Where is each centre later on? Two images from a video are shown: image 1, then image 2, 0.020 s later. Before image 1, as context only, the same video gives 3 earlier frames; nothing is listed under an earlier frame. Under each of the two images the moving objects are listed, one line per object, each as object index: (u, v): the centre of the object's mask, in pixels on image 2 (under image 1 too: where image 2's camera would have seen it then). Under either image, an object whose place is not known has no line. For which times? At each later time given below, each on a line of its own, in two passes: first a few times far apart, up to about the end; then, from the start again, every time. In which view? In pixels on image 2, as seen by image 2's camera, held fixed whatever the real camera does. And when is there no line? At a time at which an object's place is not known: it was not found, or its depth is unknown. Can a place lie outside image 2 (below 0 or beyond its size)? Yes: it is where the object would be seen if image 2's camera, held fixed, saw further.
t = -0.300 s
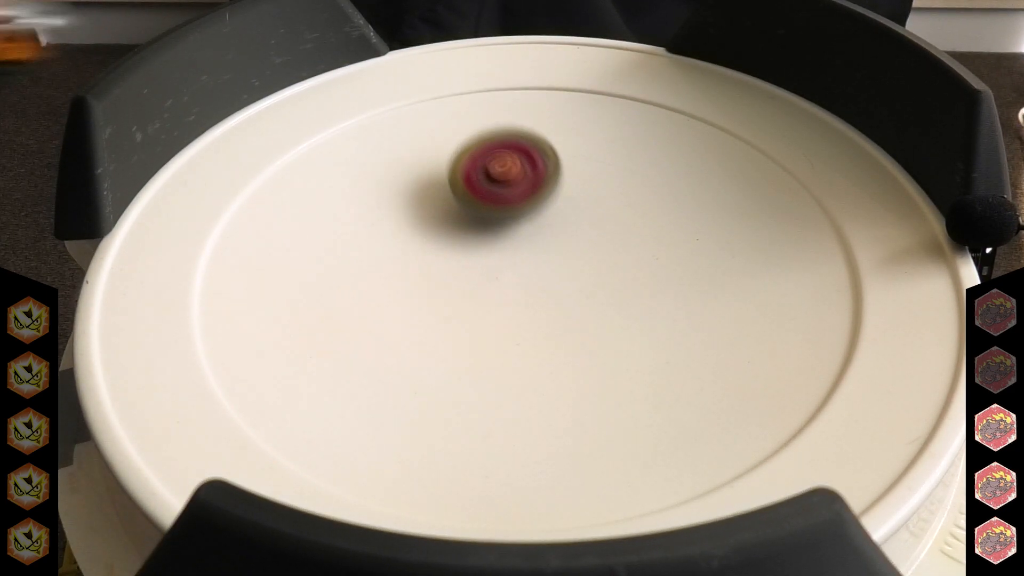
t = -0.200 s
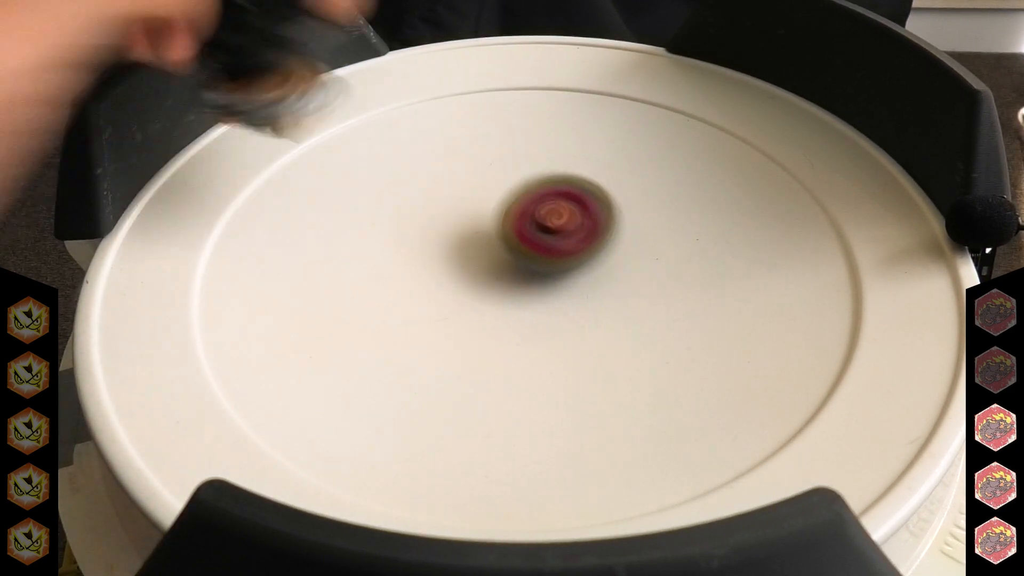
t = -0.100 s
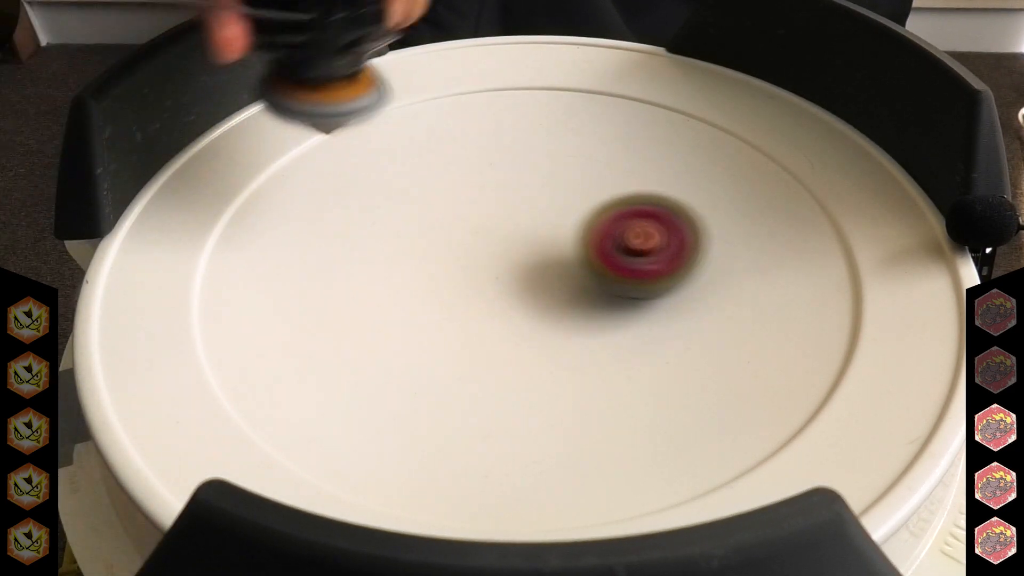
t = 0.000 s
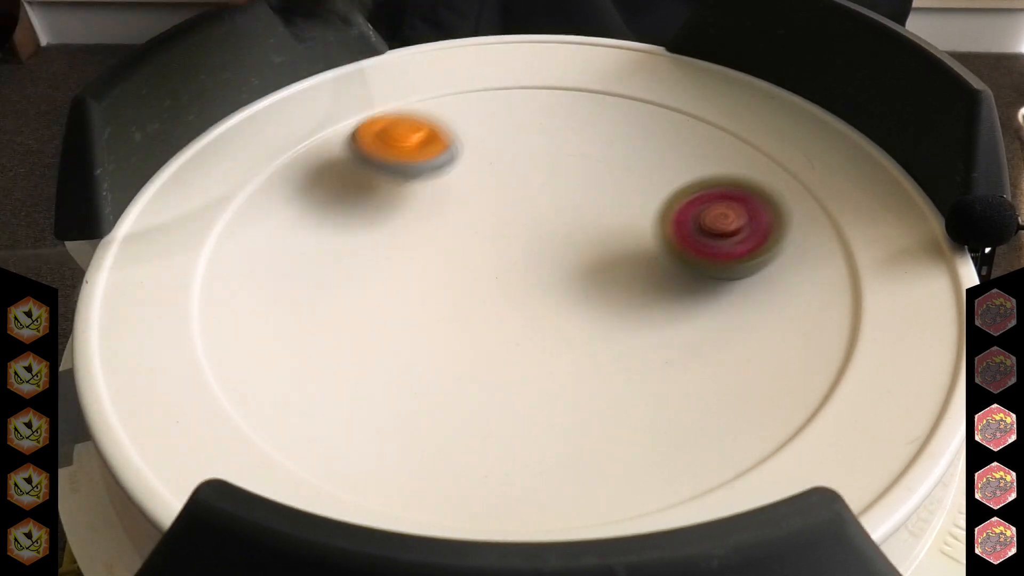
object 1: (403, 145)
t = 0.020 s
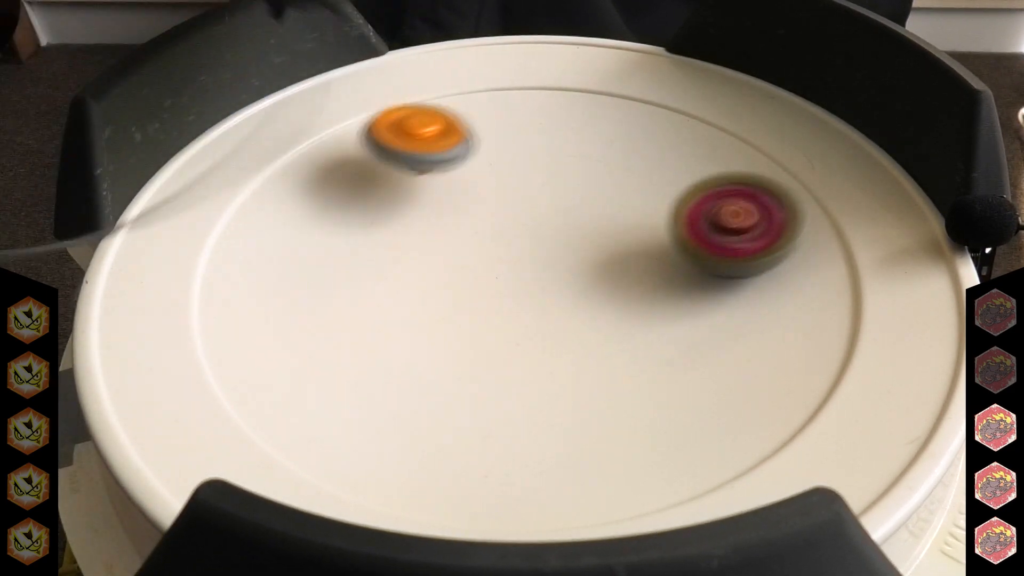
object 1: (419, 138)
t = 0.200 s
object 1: (561, 170)
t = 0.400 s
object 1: (624, 228)
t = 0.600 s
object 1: (558, 341)
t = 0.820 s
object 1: (474, 413)
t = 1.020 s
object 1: (695, 410)
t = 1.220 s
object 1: (705, 217)
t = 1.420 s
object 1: (596, 145)
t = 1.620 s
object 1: (515, 186)
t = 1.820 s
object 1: (491, 242)
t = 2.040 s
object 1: (508, 300)
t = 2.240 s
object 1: (546, 326)
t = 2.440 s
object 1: (561, 321)
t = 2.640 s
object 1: (546, 304)
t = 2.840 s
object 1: (763, 134)
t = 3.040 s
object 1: (619, 53)
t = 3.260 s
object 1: (392, 156)
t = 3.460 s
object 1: (327, 261)
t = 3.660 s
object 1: (400, 303)
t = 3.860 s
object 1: (476, 301)
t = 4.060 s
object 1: (532, 277)
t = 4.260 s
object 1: (563, 246)
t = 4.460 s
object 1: (568, 221)
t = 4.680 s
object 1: (552, 205)
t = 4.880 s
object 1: (532, 209)
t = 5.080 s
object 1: (521, 225)
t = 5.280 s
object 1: (528, 244)
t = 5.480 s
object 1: (541, 259)
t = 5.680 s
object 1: (549, 269)
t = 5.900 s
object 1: (551, 273)
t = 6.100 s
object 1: (546, 272)
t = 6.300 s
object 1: (533, 271)
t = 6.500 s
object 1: (518, 271)
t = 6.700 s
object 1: (505, 271)
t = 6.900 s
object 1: (495, 269)
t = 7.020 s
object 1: (492, 267)
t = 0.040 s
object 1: (436, 137)
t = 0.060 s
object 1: (453, 144)
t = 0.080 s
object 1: (470, 155)
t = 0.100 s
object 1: (486, 150)
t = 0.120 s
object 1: (501, 152)
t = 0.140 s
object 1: (518, 160)
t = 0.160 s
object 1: (533, 162)
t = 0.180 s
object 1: (548, 166)
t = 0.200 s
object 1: (561, 170)
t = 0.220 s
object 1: (573, 175)
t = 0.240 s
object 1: (584, 180)
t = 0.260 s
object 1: (594, 185)
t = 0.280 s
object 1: (603, 191)
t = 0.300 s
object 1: (610, 197)
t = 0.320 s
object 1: (615, 203)
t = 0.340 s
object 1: (620, 208)
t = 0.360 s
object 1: (623, 215)
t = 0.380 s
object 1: (624, 221)
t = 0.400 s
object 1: (624, 228)
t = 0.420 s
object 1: (623, 234)
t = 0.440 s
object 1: (620, 239)
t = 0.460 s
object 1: (616, 244)
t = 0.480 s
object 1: (611, 248)
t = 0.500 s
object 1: (606, 252)
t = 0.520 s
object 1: (597, 261)
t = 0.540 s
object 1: (589, 283)
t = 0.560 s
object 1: (579, 303)
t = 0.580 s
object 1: (569, 322)
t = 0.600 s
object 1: (558, 341)
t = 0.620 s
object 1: (547, 358)
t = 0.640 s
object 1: (535, 373)
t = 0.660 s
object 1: (524, 385)
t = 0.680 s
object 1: (514, 396)
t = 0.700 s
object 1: (504, 405)
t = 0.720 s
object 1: (494, 411)
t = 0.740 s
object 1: (488, 414)
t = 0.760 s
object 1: (482, 417)
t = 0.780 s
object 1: (477, 418)
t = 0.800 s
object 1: (475, 417)
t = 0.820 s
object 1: (474, 413)
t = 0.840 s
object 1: (475, 412)
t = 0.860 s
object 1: (493, 461)
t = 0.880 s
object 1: (513, 485)
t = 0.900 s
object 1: (546, 479)
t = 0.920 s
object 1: (574, 455)
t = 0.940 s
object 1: (605, 427)
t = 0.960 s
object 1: (629, 410)
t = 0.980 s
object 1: (656, 401)
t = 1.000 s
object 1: (675, 400)
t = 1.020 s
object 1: (695, 410)
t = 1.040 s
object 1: (709, 390)
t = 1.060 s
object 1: (717, 361)
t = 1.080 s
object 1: (724, 337)
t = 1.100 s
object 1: (729, 323)
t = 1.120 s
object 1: (730, 311)
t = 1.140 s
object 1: (729, 281)
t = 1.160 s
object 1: (725, 262)
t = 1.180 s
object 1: (721, 251)
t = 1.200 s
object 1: (713, 233)
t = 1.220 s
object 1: (705, 217)
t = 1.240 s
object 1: (696, 203)
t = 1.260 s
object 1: (685, 191)
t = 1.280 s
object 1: (674, 178)
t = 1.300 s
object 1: (664, 168)
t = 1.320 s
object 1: (652, 161)
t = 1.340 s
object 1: (640, 155)
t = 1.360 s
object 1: (630, 150)
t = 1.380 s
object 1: (618, 147)
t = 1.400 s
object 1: (607, 145)
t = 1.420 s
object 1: (596, 145)
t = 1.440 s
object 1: (586, 145)
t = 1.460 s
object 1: (576, 147)
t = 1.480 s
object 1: (567, 150)
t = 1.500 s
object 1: (558, 154)
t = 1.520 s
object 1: (550, 158)
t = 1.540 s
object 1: (542, 164)
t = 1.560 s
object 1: (535, 169)
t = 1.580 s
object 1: (528, 174)
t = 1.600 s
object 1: (521, 180)
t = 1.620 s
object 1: (515, 186)
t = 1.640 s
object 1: (510, 193)
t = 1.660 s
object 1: (505, 198)
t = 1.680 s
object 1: (501, 204)
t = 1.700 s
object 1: (497, 210)
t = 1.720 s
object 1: (494, 216)
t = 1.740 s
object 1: (493, 221)
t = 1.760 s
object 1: (492, 226)
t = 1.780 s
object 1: (491, 232)
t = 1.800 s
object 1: (491, 237)
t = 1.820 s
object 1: (491, 242)
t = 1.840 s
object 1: (491, 246)
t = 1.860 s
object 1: (493, 251)
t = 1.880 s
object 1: (494, 255)
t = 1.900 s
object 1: (495, 261)
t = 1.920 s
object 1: (497, 267)
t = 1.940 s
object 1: (498, 272)
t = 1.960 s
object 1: (500, 278)
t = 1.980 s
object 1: (502, 284)
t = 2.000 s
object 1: (504, 290)
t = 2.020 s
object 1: (506, 296)
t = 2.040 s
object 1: (508, 300)
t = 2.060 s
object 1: (511, 304)
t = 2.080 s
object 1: (515, 307)
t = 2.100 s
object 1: (519, 311)
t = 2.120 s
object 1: (523, 314)
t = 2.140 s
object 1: (527, 317)
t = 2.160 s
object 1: (531, 320)
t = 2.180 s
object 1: (536, 322)
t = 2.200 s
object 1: (540, 324)
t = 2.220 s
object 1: (543, 325)
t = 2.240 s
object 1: (546, 326)
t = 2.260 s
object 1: (549, 327)
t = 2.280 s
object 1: (551, 327)
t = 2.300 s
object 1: (553, 327)
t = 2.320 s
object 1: (555, 327)
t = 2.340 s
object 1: (557, 326)
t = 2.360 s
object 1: (558, 326)
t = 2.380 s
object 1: (560, 325)
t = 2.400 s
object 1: (560, 324)
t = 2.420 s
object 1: (561, 323)
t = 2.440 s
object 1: (561, 321)
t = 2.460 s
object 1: (560, 320)
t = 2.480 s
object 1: (560, 318)
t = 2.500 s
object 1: (558, 317)
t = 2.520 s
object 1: (557, 315)
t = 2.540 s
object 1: (556, 313)
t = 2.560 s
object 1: (554, 311)
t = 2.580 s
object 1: (553, 310)
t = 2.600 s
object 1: (550, 308)
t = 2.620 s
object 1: (549, 307)
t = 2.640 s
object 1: (546, 304)
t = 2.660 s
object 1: (543, 303)
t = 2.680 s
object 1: (540, 302)
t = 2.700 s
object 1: (536, 300)
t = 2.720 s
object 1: (533, 299)
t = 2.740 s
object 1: (529, 298)
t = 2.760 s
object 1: (528, 296)
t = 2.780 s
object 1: (577, 265)
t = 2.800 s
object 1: (648, 222)
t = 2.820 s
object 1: (709, 181)
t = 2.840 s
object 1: (763, 134)
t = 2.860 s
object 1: (789, 86)
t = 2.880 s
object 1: (778, 54)
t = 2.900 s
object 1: (762, 36)
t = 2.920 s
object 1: (748, 22)
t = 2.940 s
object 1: (728, 18)
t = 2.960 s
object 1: (704, 18)
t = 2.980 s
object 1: (684, 21)
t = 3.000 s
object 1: (666, 27)
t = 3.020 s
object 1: (642, 49)
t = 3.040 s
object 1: (619, 53)
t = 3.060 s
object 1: (599, 45)
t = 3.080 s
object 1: (579, 45)
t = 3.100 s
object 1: (555, 52)
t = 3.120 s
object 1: (532, 67)
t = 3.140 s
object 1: (507, 92)
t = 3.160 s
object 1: (488, 97)
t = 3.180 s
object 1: (466, 107)
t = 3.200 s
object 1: (447, 121)
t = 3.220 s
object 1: (427, 132)
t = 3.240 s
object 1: (409, 143)
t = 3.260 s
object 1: (392, 156)
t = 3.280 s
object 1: (377, 168)
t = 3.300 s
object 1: (363, 180)
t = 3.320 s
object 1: (351, 192)
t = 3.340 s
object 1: (341, 203)
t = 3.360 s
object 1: (334, 214)
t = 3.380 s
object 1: (328, 224)
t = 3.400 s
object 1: (325, 235)
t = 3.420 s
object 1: (323, 245)
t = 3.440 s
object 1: (325, 253)
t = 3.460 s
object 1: (327, 261)
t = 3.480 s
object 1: (331, 269)
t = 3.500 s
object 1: (336, 275)
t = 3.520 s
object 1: (343, 281)
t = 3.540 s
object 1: (350, 286)
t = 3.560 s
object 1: (358, 290)
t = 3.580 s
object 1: (366, 294)
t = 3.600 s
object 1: (375, 297)
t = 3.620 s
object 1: (383, 300)
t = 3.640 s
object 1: (392, 302)
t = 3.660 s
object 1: (400, 303)
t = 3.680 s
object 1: (409, 305)
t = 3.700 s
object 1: (417, 306)
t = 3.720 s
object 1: (424, 306)
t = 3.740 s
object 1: (433, 306)
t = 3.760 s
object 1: (441, 306)
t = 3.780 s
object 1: (448, 306)
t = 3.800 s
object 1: (455, 305)
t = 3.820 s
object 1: (462, 304)
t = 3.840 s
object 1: (469, 303)
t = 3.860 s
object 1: (476, 301)
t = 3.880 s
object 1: (483, 299)
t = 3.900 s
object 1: (489, 297)
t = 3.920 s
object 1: (495, 295)
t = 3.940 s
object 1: (501, 293)
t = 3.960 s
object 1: (507, 290)
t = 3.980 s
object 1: (513, 288)
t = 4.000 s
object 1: (518, 285)
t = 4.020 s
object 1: (523, 283)
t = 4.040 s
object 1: (528, 280)
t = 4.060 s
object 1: (532, 277)
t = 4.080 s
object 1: (536, 274)
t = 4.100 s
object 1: (541, 270)
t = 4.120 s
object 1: (544, 268)
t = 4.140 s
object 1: (548, 265)
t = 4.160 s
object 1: (551, 261)
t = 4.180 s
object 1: (554, 259)
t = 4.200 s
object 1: (557, 255)
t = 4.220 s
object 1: (559, 253)
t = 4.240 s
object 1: (561, 250)
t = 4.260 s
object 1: (563, 246)
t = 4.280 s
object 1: (565, 244)
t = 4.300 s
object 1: (566, 241)
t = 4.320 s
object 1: (567, 238)
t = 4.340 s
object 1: (568, 235)
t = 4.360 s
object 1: (568, 233)
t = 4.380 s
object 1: (569, 230)
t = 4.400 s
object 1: (569, 227)
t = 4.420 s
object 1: (568, 225)
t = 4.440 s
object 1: (568, 223)
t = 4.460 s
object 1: (568, 221)
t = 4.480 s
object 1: (566, 218)
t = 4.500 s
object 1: (566, 216)
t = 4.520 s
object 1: (565, 214)
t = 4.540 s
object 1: (563, 213)
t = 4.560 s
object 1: (562, 211)
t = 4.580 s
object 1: (560, 210)
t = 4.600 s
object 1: (559, 209)
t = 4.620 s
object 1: (557, 208)
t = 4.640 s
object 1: (555, 207)
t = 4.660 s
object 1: (553, 206)
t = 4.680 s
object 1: (552, 205)
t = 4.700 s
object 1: (550, 205)
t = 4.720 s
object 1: (548, 204)
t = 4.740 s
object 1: (546, 204)
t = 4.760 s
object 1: (544, 205)
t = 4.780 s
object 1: (542, 205)
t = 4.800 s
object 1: (540, 205)
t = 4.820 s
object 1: (538, 206)
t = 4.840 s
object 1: (536, 207)
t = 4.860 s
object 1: (534, 208)
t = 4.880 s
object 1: (532, 209)
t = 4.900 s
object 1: (530, 210)
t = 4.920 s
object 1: (528, 211)
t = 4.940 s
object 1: (527, 213)
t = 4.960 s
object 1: (525, 214)
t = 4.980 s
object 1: (524, 216)
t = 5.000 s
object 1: (523, 218)
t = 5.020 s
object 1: (522, 219)
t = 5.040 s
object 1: (522, 221)
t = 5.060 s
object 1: (521, 223)
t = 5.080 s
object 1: (521, 225)
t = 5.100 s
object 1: (521, 227)
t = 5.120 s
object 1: (521, 229)
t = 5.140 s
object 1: (522, 231)
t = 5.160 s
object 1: (522, 233)
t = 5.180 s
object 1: (523, 235)
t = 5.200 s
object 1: (523, 237)
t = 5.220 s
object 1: (525, 239)
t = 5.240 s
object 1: (526, 241)
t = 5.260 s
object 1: (527, 243)
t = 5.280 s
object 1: (528, 244)
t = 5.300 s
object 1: (530, 246)
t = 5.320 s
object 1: (531, 247)
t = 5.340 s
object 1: (533, 249)
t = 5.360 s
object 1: (534, 250)
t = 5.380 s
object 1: (535, 252)
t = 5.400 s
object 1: (536, 253)
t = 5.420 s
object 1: (538, 255)
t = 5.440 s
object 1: (539, 256)
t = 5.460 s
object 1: (541, 258)
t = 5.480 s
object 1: (541, 259)
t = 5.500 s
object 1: (542, 261)
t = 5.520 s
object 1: (543, 262)
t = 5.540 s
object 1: (544, 263)
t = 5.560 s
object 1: (545, 264)
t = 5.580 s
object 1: (546, 265)
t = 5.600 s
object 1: (547, 266)
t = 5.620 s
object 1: (547, 267)
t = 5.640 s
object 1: (548, 268)
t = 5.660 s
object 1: (549, 268)
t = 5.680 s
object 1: (549, 269)
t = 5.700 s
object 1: (550, 270)
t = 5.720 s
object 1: (550, 270)
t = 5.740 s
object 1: (551, 271)
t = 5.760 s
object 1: (551, 271)
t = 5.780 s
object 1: (551, 272)
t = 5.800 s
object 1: (551, 272)
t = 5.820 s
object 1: (552, 272)
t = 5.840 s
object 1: (552, 273)
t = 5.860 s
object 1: (552, 273)
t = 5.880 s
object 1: (552, 273)
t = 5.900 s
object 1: (551, 273)
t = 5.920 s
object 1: (551, 273)
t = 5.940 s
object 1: (551, 273)
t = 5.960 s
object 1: (551, 273)
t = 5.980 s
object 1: (550, 273)
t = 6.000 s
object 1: (549, 273)
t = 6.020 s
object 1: (549, 273)
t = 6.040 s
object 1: (548, 272)
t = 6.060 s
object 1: (547, 272)
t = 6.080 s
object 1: (547, 272)
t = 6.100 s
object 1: (546, 272)
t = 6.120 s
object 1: (545, 272)
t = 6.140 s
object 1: (544, 272)
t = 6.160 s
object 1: (543, 272)
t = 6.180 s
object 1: (542, 271)
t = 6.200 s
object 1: (540, 271)
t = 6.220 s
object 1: (539, 271)
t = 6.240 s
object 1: (538, 271)
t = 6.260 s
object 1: (536, 271)
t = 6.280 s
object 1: (535, 271)
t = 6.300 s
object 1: (533, 271)
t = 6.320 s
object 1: (532, 271)
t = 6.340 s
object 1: (530, 271)
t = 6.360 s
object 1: (529, 271)
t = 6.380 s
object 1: (528, 271)
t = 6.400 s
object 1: (526, 271)
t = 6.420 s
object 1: (524, 271)
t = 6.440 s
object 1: (523, 271)
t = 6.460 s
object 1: (521, 271)
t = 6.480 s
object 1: (519, 271)
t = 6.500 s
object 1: (518, 271)
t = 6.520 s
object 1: (516, 271)
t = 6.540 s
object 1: (515, 271)
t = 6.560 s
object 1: (513, 271)
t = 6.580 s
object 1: (512, 271)
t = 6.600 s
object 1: (510, 271)
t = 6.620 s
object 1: (509, 271)
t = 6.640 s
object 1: (508, 271)
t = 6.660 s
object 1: (507, 271)
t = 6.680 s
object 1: (506, 271)
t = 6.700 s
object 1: (505, 271)
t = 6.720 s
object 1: (504, 271)
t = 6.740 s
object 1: (503, 271)
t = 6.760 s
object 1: (502, 271)
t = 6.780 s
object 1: (500, 271)
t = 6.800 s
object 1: (499, 271)
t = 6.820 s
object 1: (498, 271)
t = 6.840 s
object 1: (497, 270)
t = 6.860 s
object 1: (497, 270)
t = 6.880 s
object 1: (496, 270)
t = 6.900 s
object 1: (495, 269)
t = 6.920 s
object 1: (495, 269)
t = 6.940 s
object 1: (494, 268)
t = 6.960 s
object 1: (493, 268)
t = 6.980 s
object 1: (493, 267)
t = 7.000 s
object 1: (492, 267)
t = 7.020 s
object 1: (492, 267)
